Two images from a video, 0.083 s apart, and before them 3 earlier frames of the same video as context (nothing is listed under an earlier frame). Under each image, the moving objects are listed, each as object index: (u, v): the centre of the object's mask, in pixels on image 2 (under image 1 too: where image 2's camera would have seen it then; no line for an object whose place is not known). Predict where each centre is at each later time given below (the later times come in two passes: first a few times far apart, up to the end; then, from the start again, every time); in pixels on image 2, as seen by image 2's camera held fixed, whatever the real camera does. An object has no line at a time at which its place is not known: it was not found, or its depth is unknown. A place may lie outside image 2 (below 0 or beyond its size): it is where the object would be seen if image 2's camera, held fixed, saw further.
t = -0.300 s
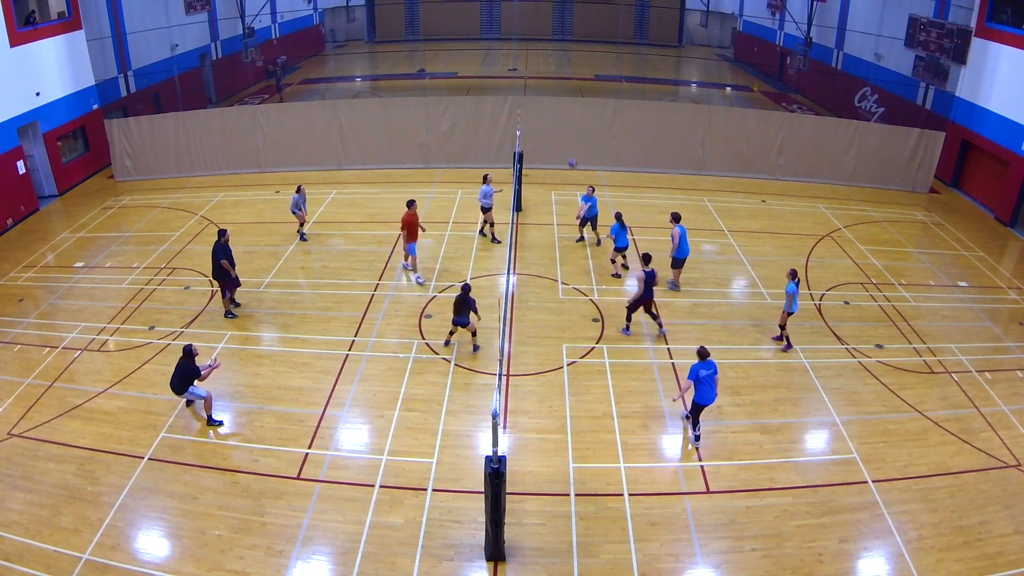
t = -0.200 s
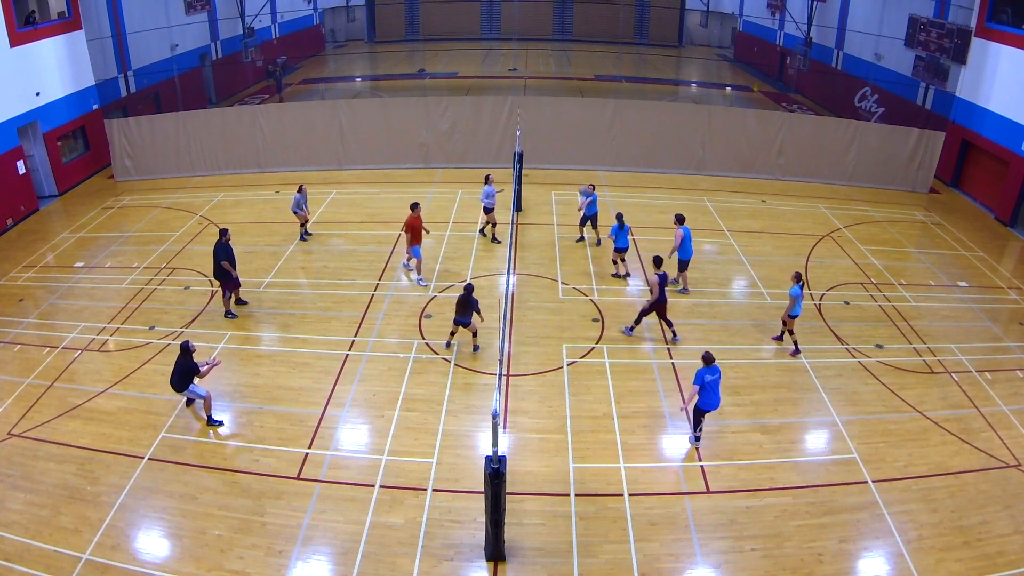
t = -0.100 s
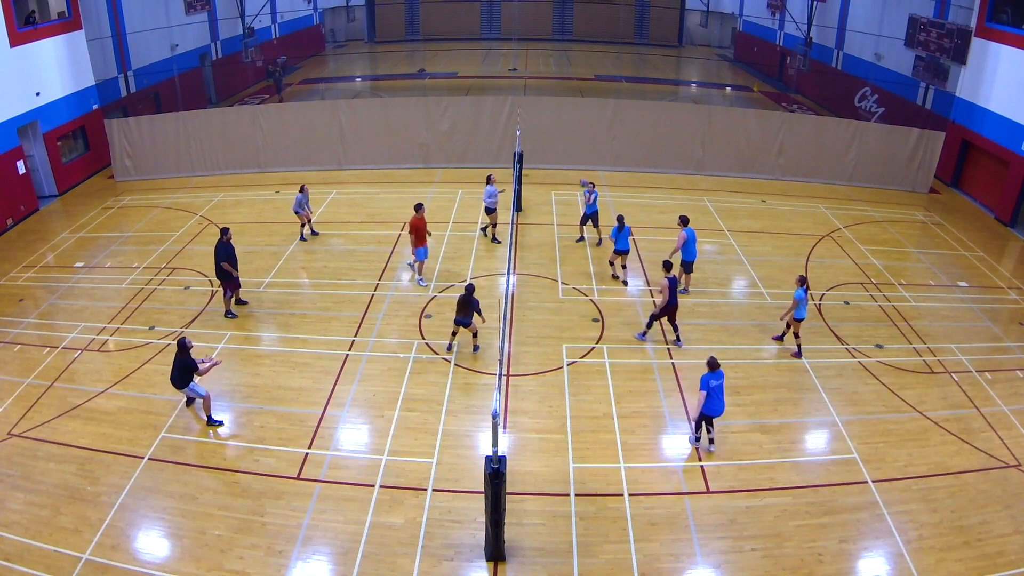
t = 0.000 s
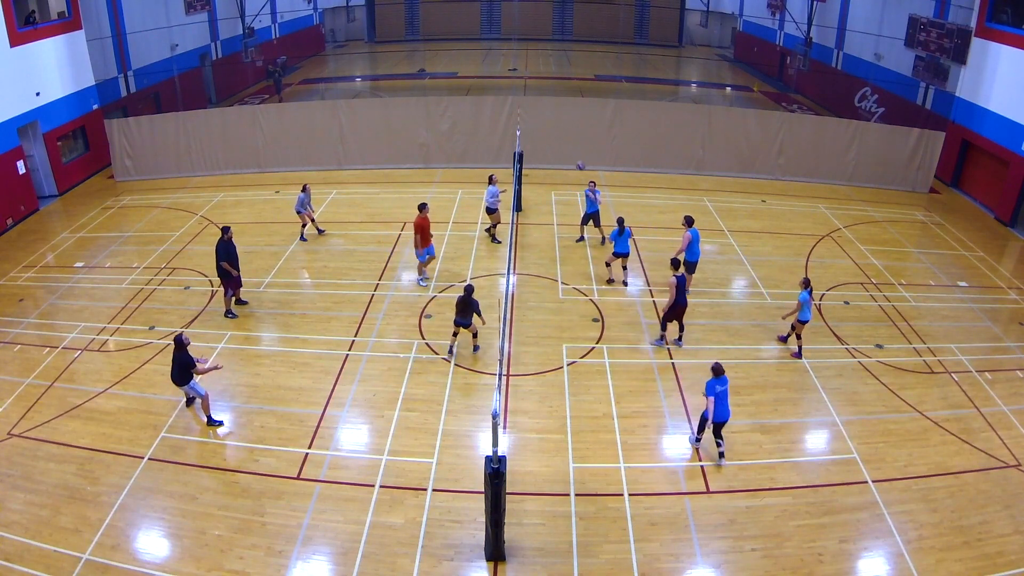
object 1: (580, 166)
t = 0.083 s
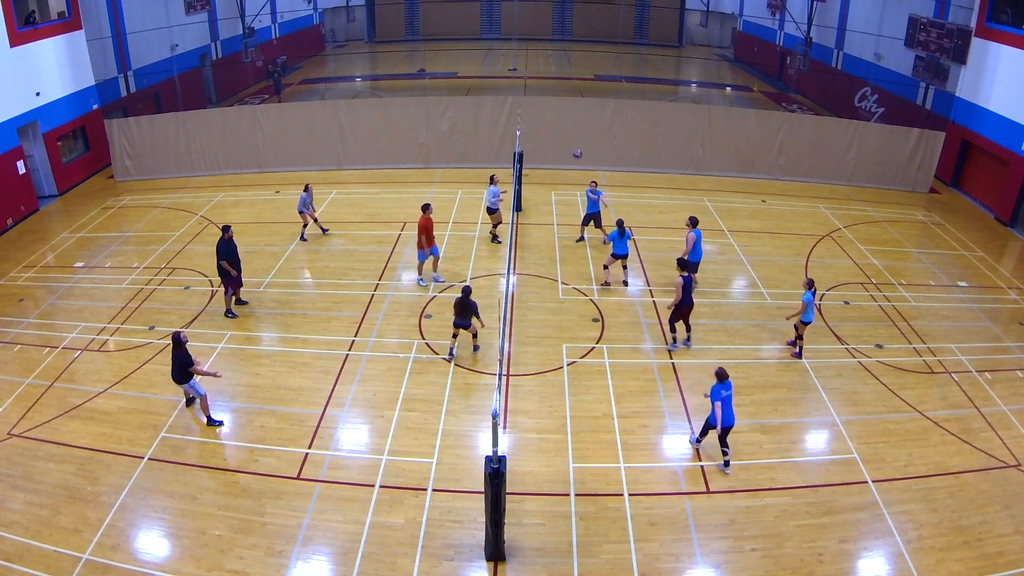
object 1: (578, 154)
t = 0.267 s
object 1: (570, 138)
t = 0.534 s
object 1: (558, 140)
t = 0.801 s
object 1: (545, 176)
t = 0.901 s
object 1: (540, 197)
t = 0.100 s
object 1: (577, 152)
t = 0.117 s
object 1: (576, 150)
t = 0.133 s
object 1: (575, 148)
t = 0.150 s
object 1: (575, 147)
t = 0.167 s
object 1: (574, 145)
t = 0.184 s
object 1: (573, 144)
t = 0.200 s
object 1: (573, 142)
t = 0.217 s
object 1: (572, 141)
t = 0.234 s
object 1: (571, 140)
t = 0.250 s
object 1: (571, 139)
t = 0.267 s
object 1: (570, 138)
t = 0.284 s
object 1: (570, 137)
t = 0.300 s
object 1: (569, 136)
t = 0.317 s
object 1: (568, 136)
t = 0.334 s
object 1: (567, 136)
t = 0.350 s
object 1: (566, 135)
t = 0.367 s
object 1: (566, 135)
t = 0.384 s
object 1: (565, 135)
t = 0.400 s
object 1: (564, 135)
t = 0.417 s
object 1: (563, 135)
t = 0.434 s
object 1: (563, 136)
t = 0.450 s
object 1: (562, 136)
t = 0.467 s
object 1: (561, 137)
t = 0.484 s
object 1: (560, 137)
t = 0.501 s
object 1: (559, 138)
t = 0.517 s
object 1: (559, 139)
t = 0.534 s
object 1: (558, 140)
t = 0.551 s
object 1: (557, 141)
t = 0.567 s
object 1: (556, 143)
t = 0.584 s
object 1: (556, 144)
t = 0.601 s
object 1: (555, 146)
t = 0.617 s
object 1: (554, 148)
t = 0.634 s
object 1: (553, 150)
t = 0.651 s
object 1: (553, 151)
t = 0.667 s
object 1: (552, 154)
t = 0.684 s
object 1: (551, 156)
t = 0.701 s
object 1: (550, 158)
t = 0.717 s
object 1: (549, 161)
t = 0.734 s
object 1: (548, 164)
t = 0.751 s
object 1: (547, 167)
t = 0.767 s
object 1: (547, 170)
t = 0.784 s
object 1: (546, 173)
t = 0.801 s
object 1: (545, 176)
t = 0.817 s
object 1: (544, 179)
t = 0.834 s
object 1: (543, 182)
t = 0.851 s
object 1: (542, 186)
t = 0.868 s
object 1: (541, 190)
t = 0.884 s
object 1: (541, 194)
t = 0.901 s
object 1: (540, 197)
